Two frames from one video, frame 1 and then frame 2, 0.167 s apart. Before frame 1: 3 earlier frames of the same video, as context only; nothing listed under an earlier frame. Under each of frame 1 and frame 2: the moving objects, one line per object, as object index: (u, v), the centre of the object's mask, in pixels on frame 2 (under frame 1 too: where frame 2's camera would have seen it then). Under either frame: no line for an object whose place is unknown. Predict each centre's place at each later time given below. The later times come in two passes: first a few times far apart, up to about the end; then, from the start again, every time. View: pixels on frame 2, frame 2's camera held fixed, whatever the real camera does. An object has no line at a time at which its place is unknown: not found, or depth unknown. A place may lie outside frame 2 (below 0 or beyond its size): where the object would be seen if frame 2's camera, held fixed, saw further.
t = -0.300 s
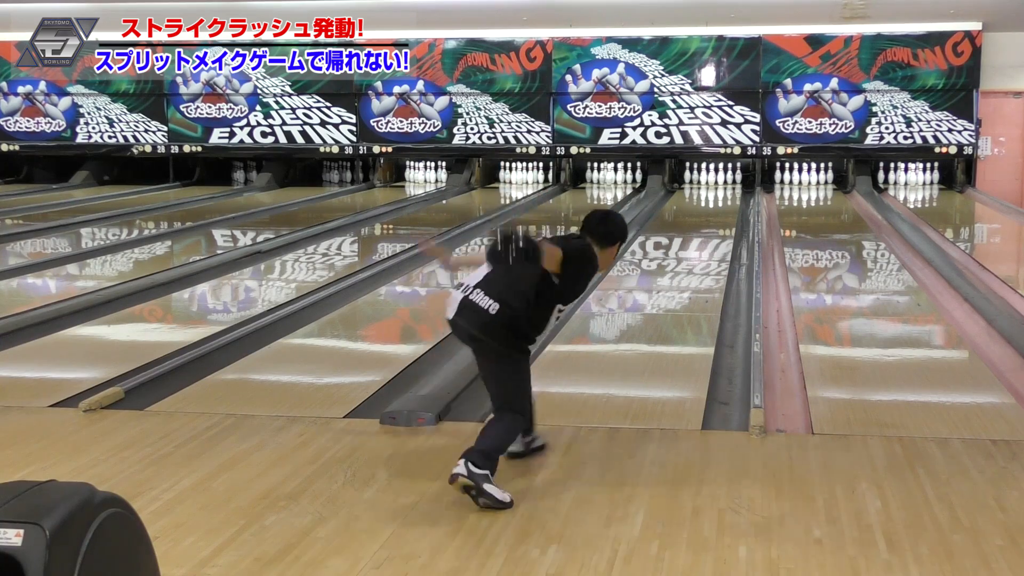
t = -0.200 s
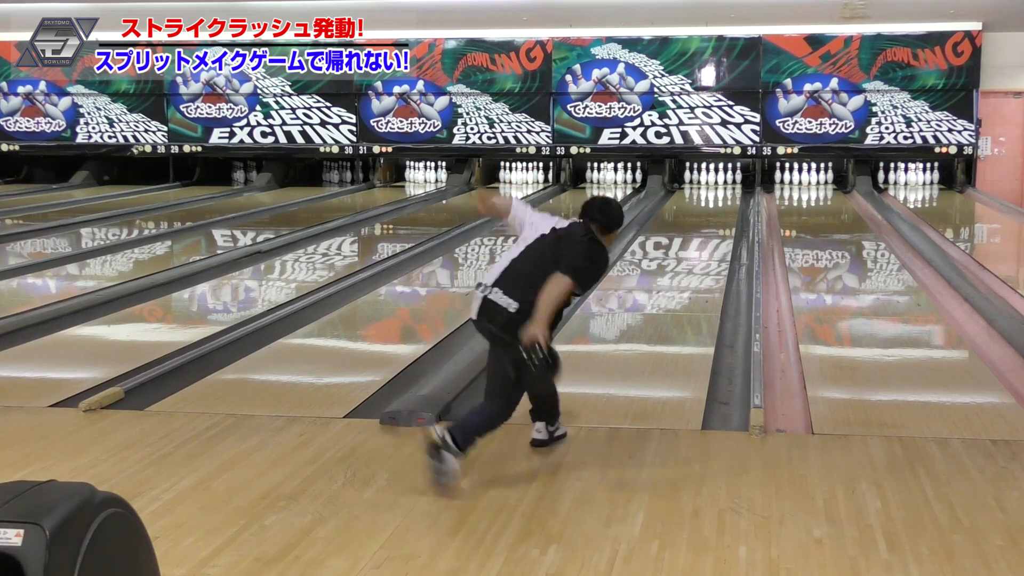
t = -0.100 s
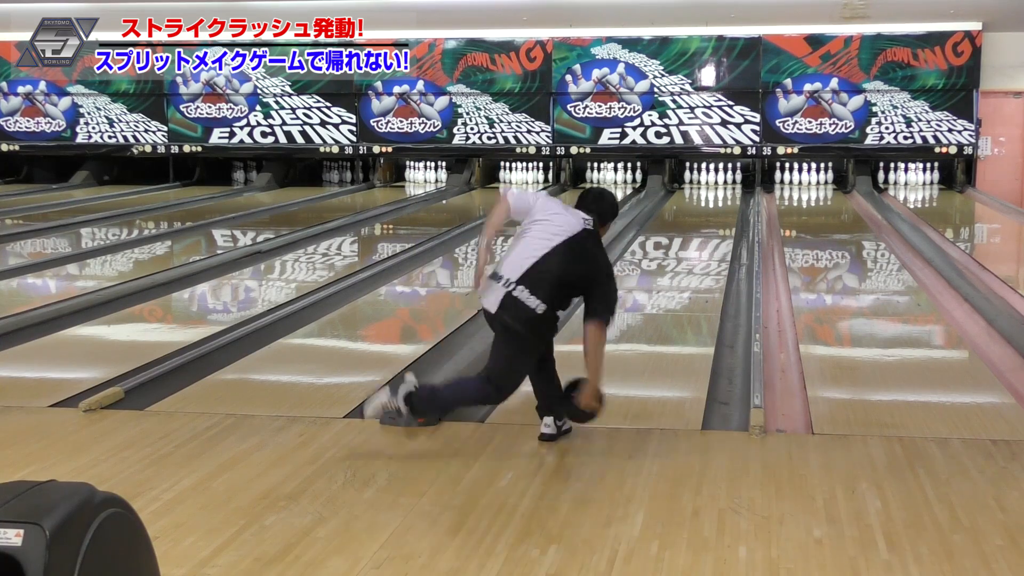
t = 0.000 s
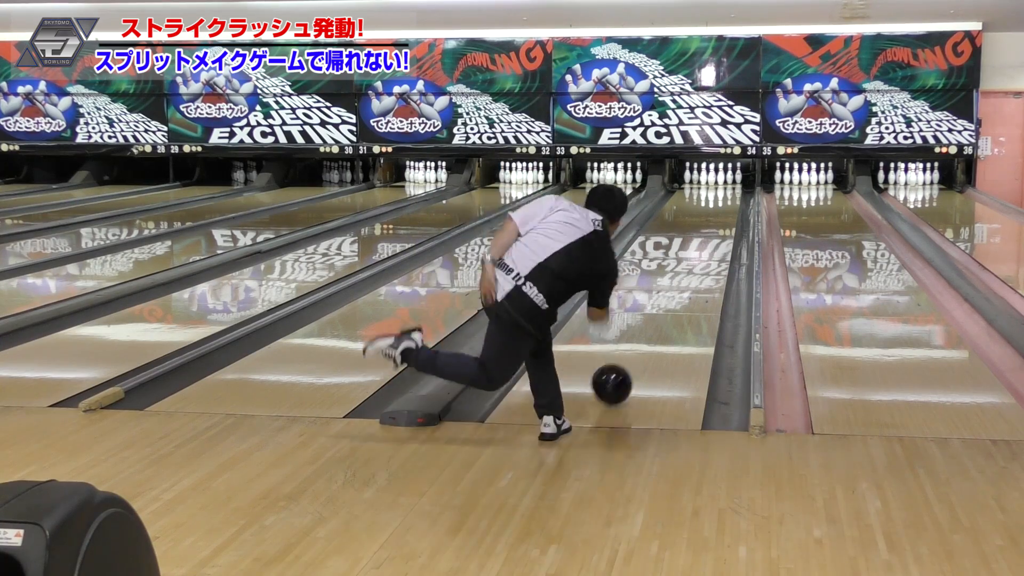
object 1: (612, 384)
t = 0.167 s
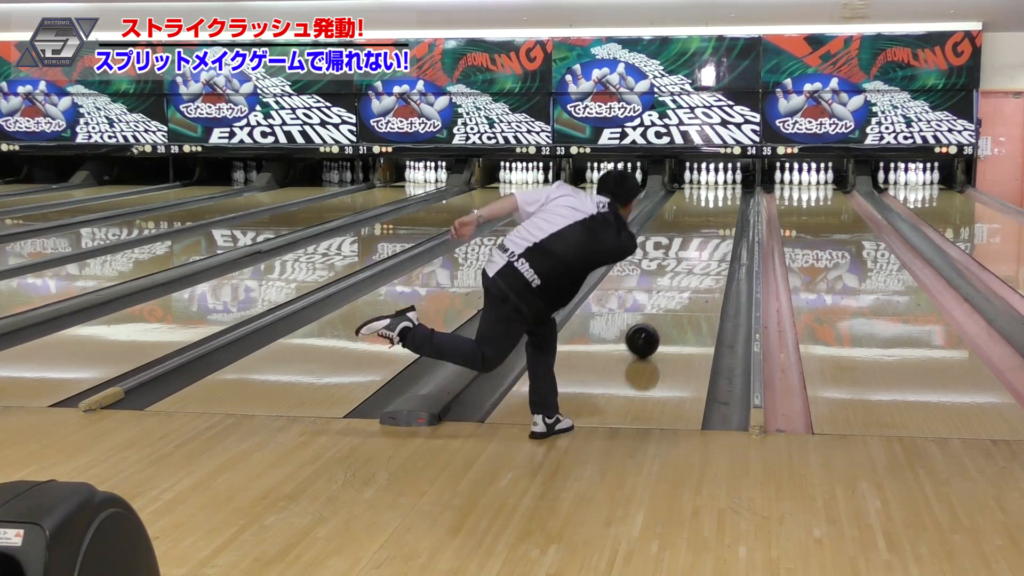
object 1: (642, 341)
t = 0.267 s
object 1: (656, 320)
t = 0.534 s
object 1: (684, 278)
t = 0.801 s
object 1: (702, 249)
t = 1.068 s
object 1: (714, 228)
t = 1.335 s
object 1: (721, 213)
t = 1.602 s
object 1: (725, 200)
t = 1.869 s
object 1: (725, 190)
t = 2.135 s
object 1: (720, 182)
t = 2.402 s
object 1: (721, 179)
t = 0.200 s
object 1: (647, 333)
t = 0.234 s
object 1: (652, 327)
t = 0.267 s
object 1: (656, 320)
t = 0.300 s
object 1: (660, 314)
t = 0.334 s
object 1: (664, 308)
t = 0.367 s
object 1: (668, 302)
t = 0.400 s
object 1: (671, 296)
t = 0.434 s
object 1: (675, 292)
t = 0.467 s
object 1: (682, 287)
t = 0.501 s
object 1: (681, 282)
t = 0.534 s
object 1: (684, 278)
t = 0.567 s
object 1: (686, 274)
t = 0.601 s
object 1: (689, 269)
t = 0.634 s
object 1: (691, 266)
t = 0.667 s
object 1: (693, 262)
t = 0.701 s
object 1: (696, 259)
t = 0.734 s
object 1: (697, 255)
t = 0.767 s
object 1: (700, 252)
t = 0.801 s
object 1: (702, 249)
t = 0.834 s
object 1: (703, 246)
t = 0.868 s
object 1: (705, 244)
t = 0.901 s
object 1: (707, 241)
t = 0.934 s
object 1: (708, 238)
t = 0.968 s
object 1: (710, 236)
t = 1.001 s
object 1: (711, 233)
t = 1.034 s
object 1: (712, 231)
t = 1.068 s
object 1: (714, 228)
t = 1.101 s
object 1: (715, 226)
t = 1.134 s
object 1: (716, 224)
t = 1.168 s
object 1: (717, 222)
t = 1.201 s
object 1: (718, 220)
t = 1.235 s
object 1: (719, 218)
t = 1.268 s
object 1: (720, 216)
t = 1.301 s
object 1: (721, 215)
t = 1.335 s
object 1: (721, 213)
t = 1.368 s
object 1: (722, 211)
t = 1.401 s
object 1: (723, 209)
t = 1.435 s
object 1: (723, 208)
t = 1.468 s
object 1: (724, 206)
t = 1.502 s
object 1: (724, 205)
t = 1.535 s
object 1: (725, 203)
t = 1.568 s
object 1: (725, 201)
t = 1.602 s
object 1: (725, 200)
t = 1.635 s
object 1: (726, 199)
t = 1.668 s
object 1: (726, 197)
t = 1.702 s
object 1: (726, 196)
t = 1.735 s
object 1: (726, 195)
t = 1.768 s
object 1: (726, 194)
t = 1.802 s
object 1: (725, 192)
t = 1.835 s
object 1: (725, 191)
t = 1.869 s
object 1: (725, 190)
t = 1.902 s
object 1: (724, 189)
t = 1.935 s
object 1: (724, 188)
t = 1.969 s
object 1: (723, 187)
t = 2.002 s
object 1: (723, 186)
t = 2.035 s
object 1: (722, 185)
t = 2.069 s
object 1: (721, 184)
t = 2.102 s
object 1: (721, 184)
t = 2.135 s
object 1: (720, 182)
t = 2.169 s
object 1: (718, 182)
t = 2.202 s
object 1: (718, 181)
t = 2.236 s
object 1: (717, 180)
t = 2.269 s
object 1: (718, 180)
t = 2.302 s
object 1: (719, 179)
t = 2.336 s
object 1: (719, 179)
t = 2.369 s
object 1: (718, 179)
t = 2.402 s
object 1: (721, 179)
